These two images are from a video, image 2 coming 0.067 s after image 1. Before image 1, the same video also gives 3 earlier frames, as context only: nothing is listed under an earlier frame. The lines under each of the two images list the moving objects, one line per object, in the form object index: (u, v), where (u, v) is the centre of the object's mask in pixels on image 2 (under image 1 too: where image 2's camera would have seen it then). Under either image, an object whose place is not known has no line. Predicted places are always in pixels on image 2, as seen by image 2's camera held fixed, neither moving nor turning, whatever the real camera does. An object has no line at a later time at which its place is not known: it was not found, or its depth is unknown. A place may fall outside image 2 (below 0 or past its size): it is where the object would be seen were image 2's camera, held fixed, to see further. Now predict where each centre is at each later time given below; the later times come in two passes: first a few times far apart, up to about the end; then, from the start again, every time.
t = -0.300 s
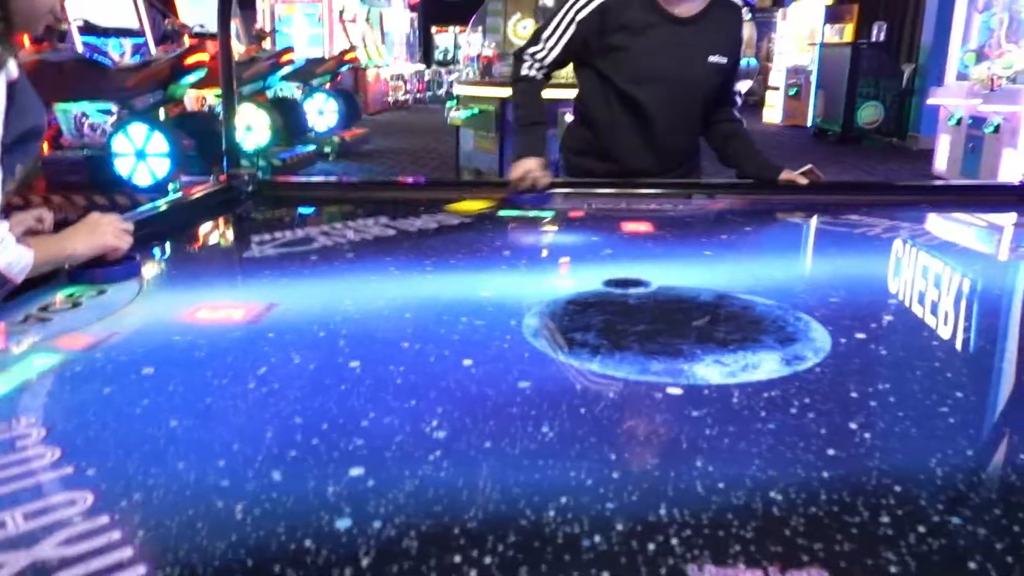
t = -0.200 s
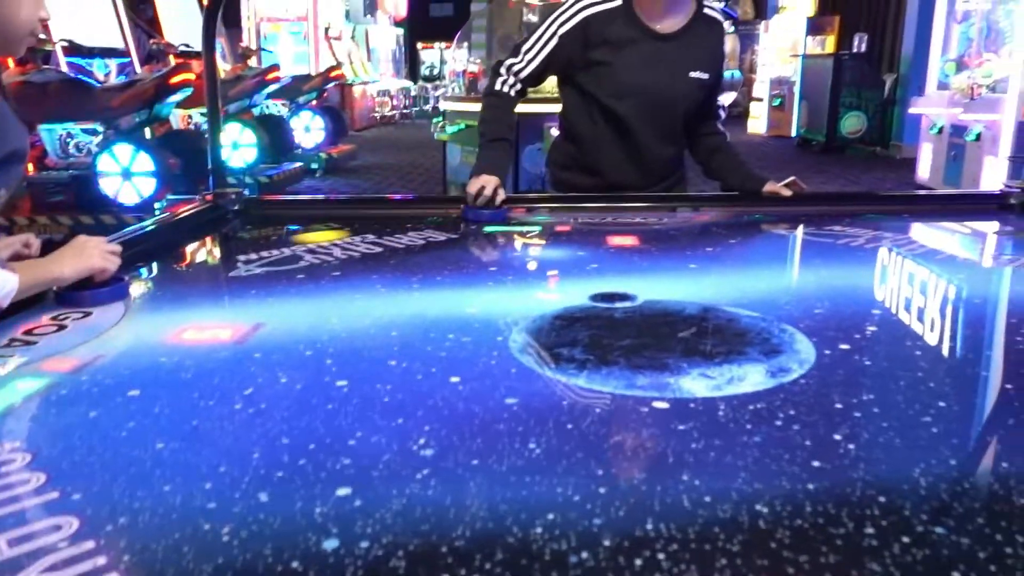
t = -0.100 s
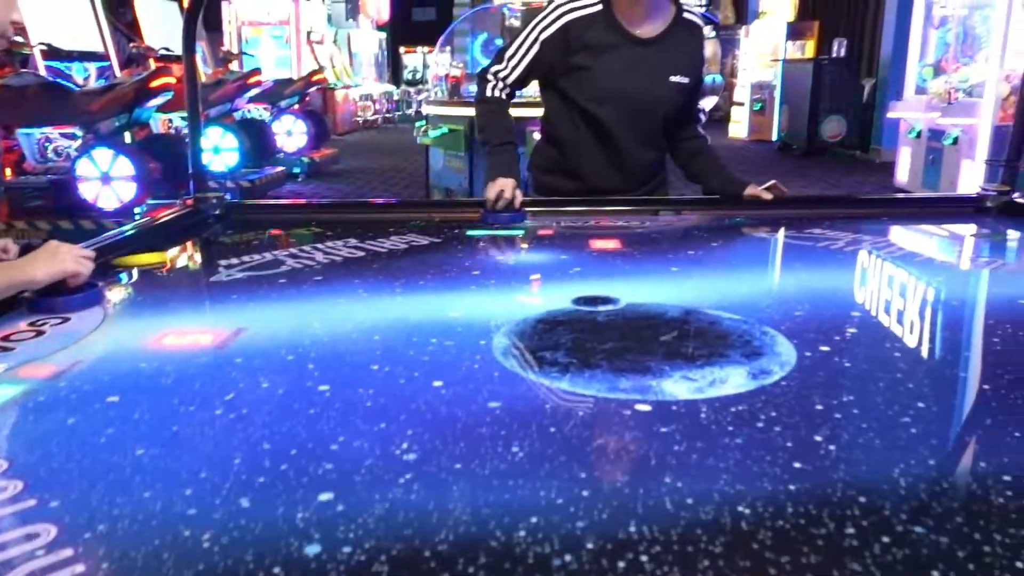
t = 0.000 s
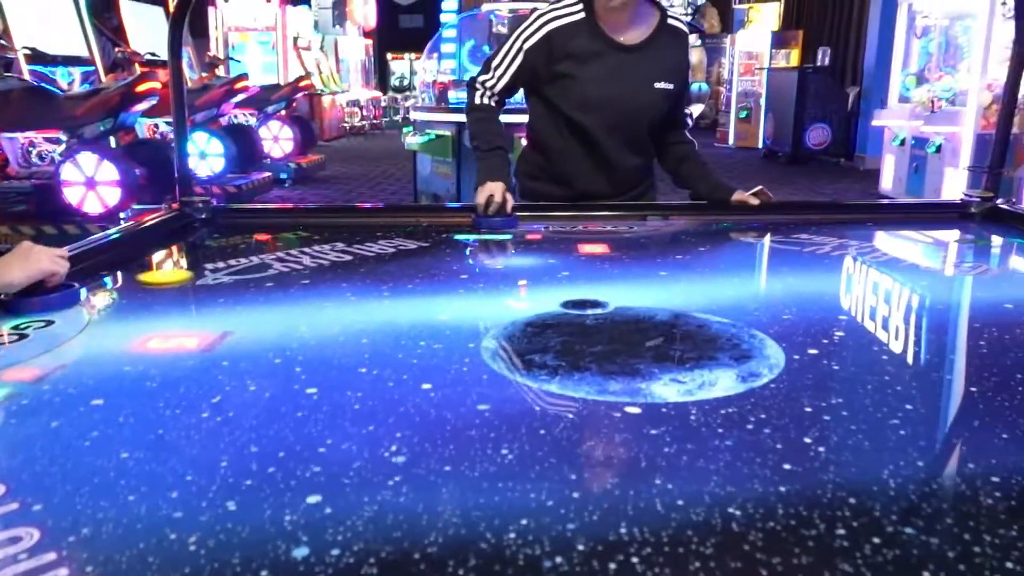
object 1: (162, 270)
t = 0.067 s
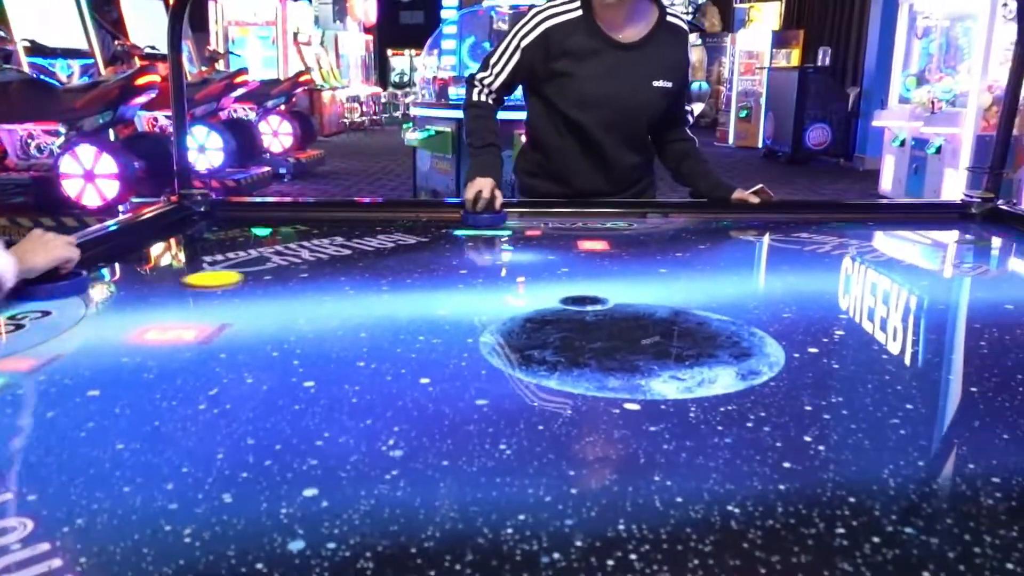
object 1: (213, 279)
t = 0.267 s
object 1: (388, 316)
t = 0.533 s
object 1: (672, 377)
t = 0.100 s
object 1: (239, 285)
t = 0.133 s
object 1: (266, 290)
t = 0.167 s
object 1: (295, 296)
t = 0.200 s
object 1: (325, 302)
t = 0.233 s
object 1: (356, 309)
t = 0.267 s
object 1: (388, 316)
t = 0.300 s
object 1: (420, 322)
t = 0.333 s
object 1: (453, 330)
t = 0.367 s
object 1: (488, 337)
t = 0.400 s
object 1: (522, 345)
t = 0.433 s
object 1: (558, 352)
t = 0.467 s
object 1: (595, 360)
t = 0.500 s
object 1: (633, 368)
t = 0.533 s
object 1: (672, 377)
